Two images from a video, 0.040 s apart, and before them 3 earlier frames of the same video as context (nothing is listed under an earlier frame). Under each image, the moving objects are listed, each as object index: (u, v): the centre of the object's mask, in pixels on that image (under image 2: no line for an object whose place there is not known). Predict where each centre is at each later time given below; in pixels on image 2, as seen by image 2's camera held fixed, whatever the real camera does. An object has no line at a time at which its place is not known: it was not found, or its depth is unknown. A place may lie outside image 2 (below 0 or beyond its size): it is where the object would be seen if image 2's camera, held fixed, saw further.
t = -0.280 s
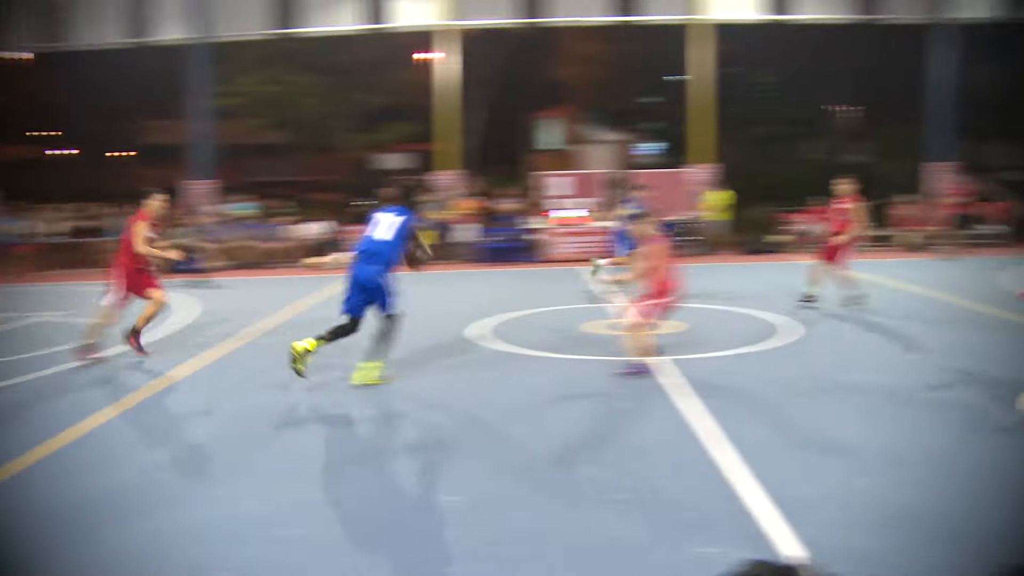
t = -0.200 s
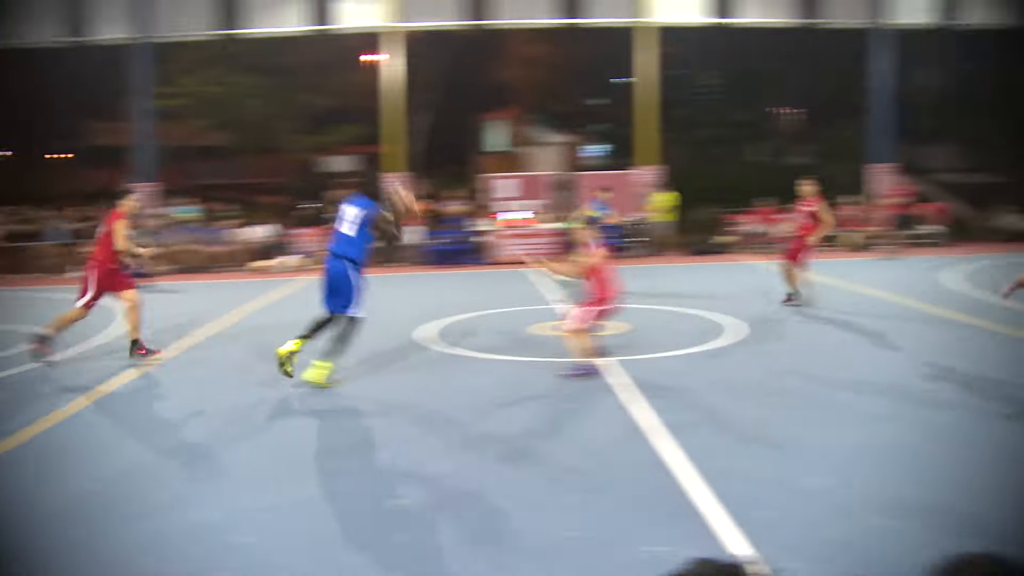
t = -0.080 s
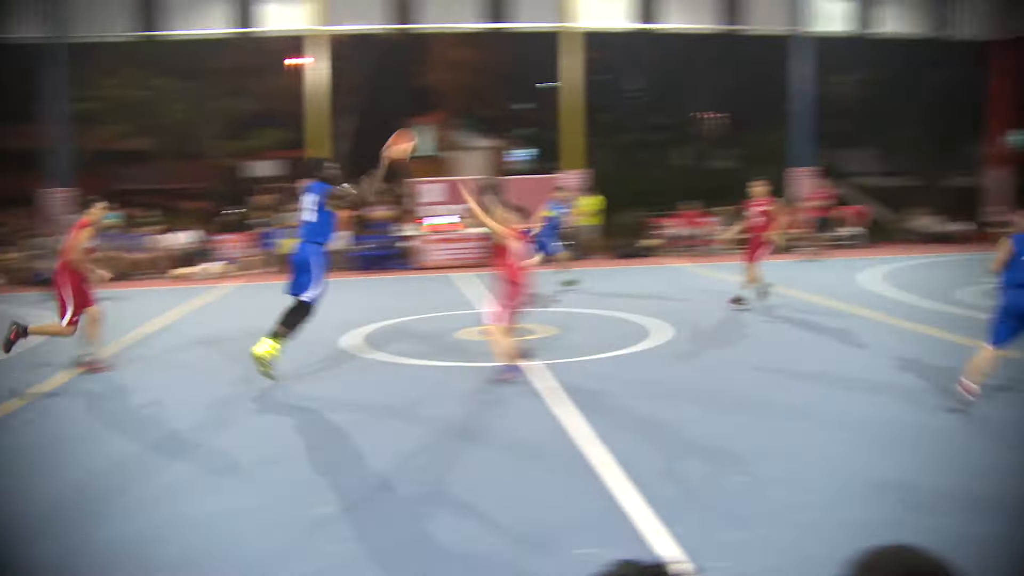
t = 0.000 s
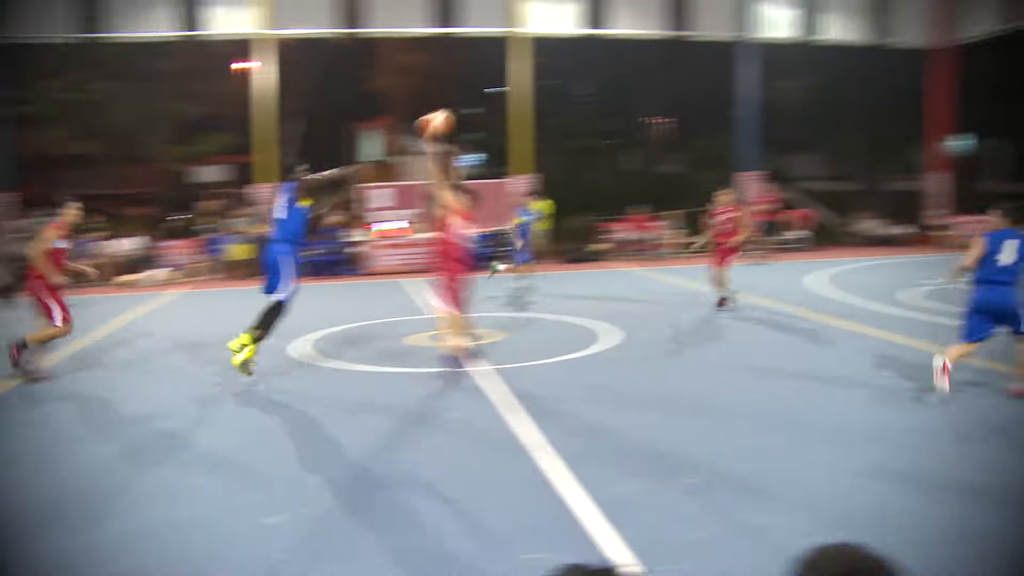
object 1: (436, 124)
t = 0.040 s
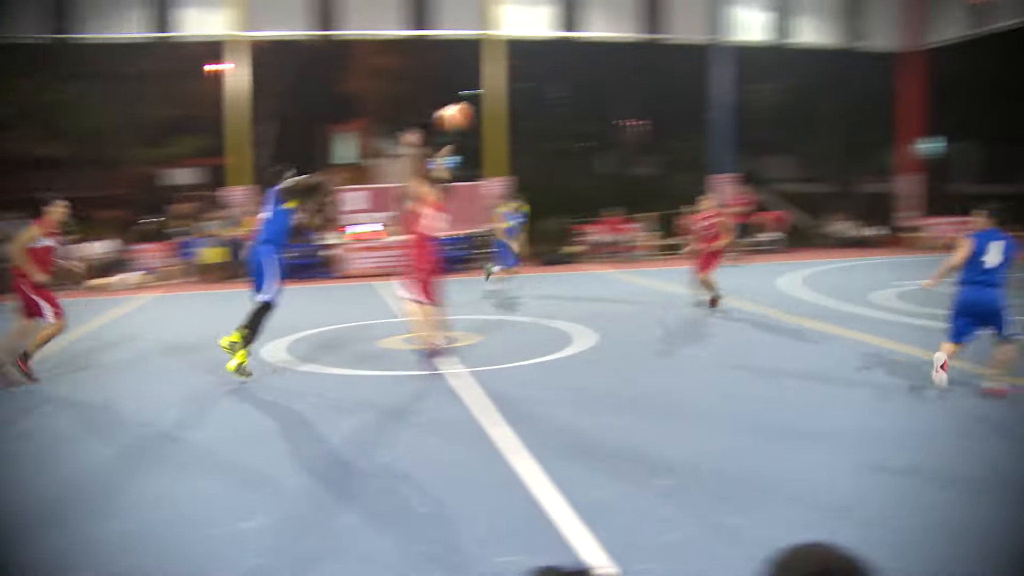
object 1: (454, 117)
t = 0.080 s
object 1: (500, 108)
